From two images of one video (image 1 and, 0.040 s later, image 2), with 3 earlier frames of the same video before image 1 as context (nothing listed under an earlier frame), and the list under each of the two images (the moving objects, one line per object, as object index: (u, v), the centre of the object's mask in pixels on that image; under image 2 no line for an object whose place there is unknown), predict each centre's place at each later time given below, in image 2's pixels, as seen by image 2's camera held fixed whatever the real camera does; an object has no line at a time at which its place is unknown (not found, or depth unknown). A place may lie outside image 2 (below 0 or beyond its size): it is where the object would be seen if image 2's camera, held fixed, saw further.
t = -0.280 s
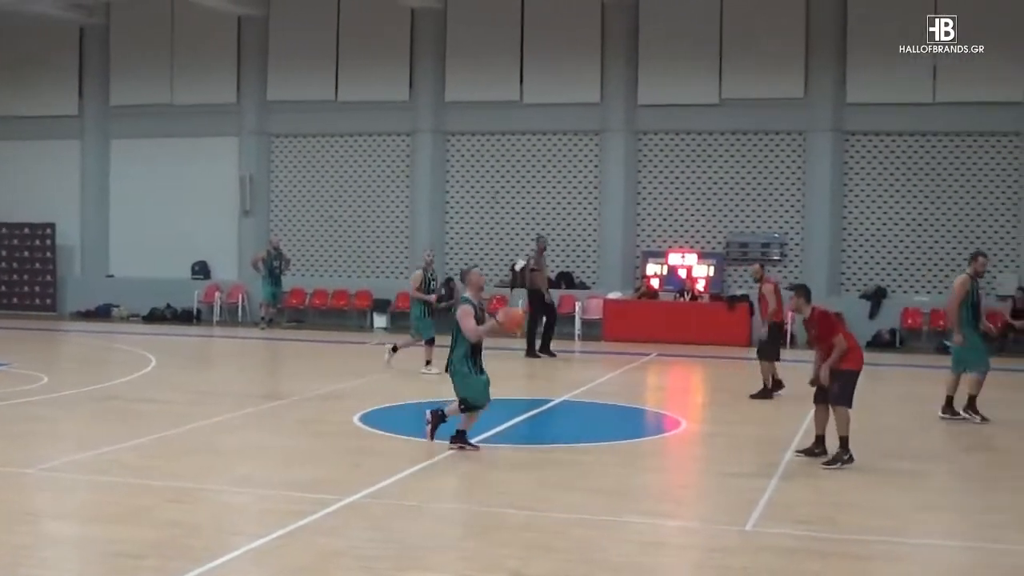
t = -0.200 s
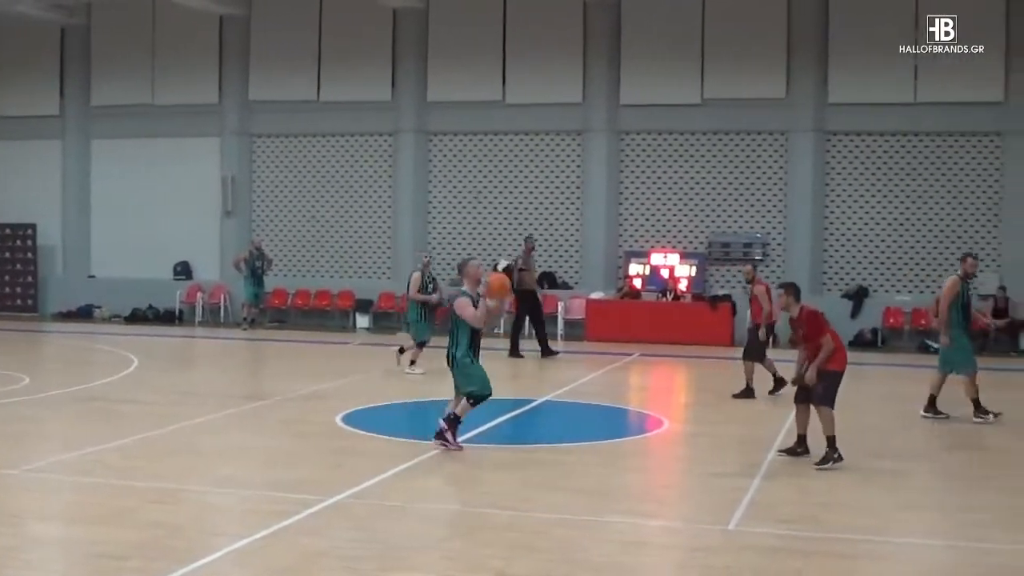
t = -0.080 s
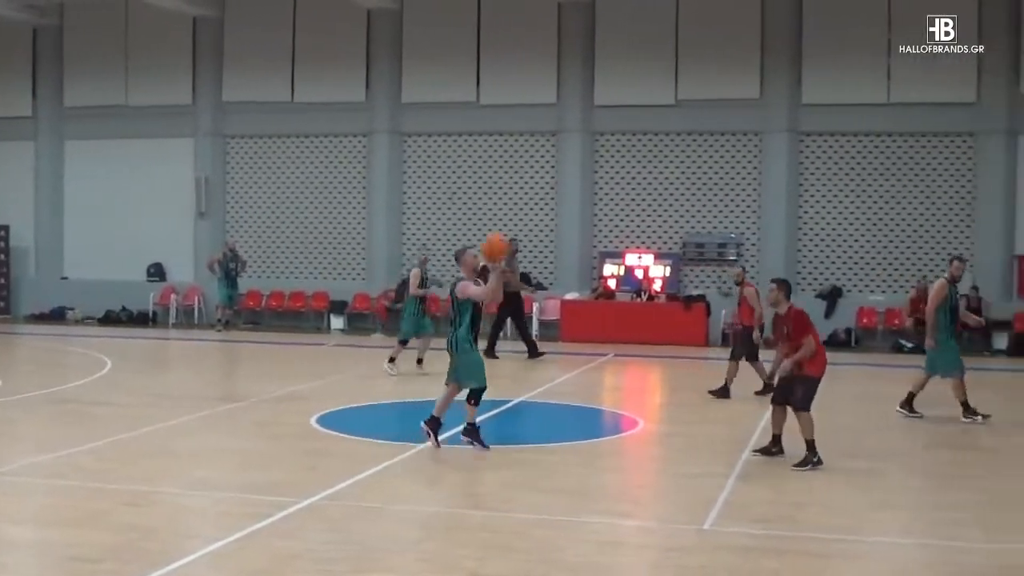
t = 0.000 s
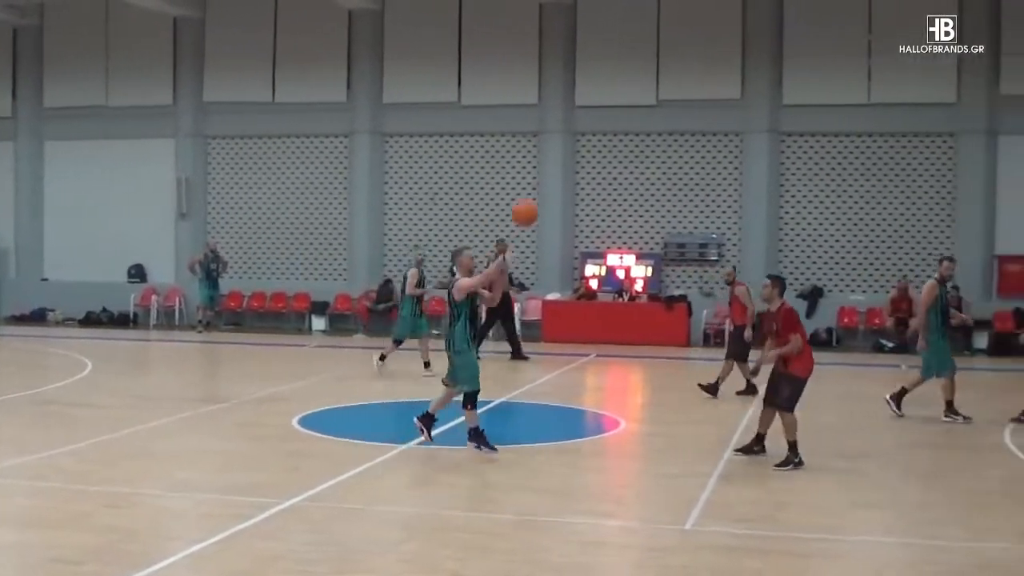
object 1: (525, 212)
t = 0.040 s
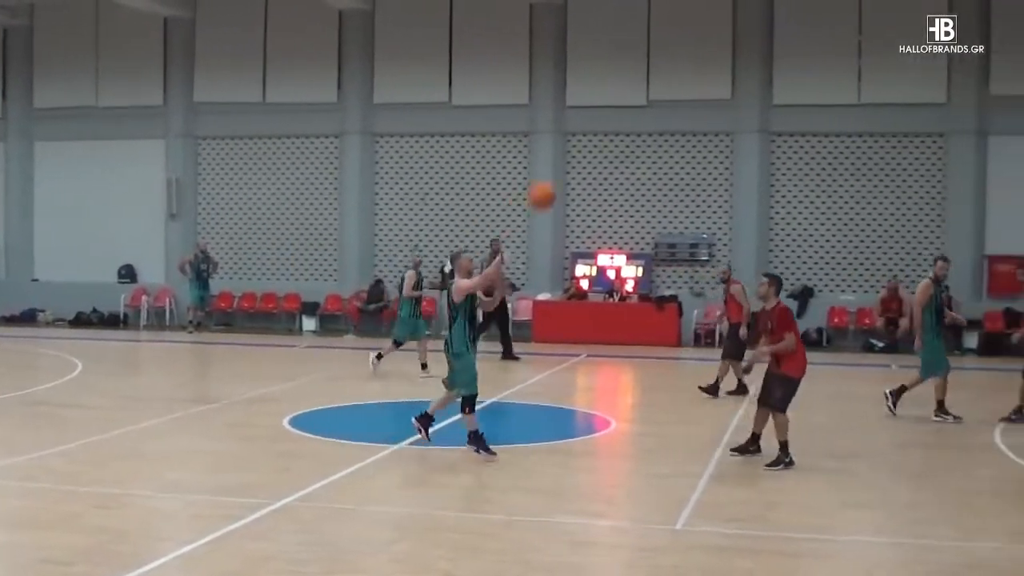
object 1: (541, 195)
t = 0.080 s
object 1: (568, 181)
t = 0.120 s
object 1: (593, 168)
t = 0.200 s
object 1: (648, 145)
